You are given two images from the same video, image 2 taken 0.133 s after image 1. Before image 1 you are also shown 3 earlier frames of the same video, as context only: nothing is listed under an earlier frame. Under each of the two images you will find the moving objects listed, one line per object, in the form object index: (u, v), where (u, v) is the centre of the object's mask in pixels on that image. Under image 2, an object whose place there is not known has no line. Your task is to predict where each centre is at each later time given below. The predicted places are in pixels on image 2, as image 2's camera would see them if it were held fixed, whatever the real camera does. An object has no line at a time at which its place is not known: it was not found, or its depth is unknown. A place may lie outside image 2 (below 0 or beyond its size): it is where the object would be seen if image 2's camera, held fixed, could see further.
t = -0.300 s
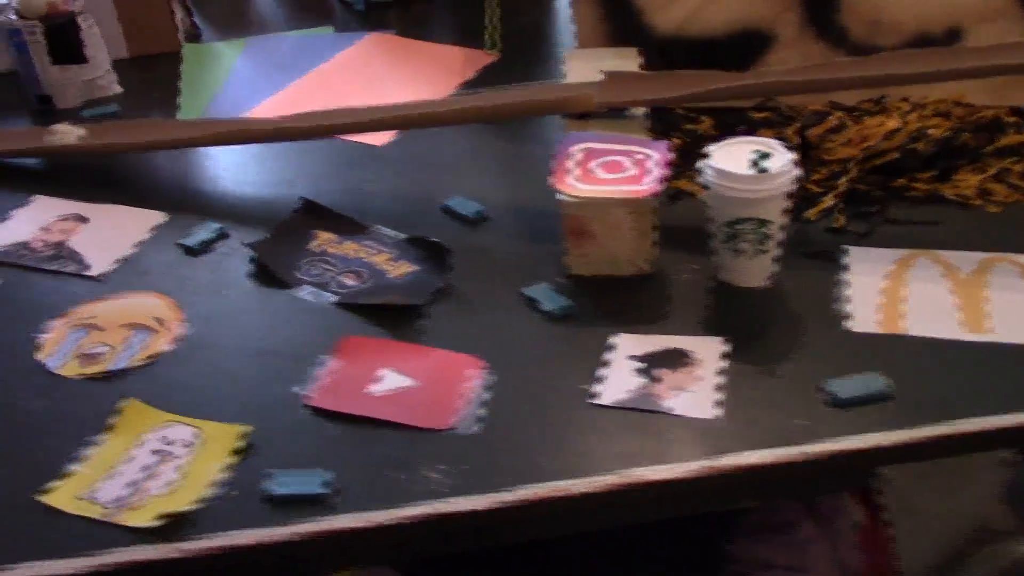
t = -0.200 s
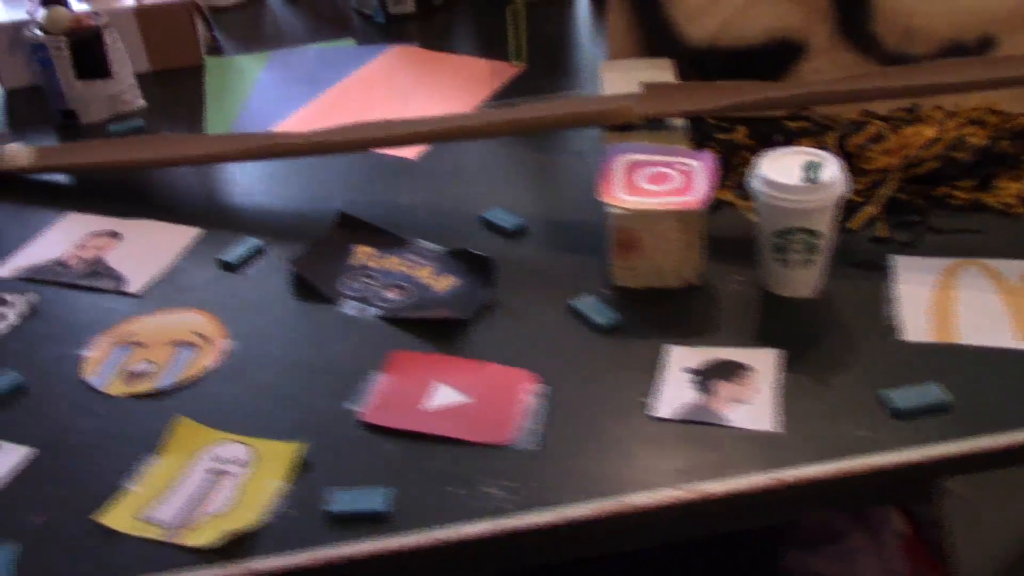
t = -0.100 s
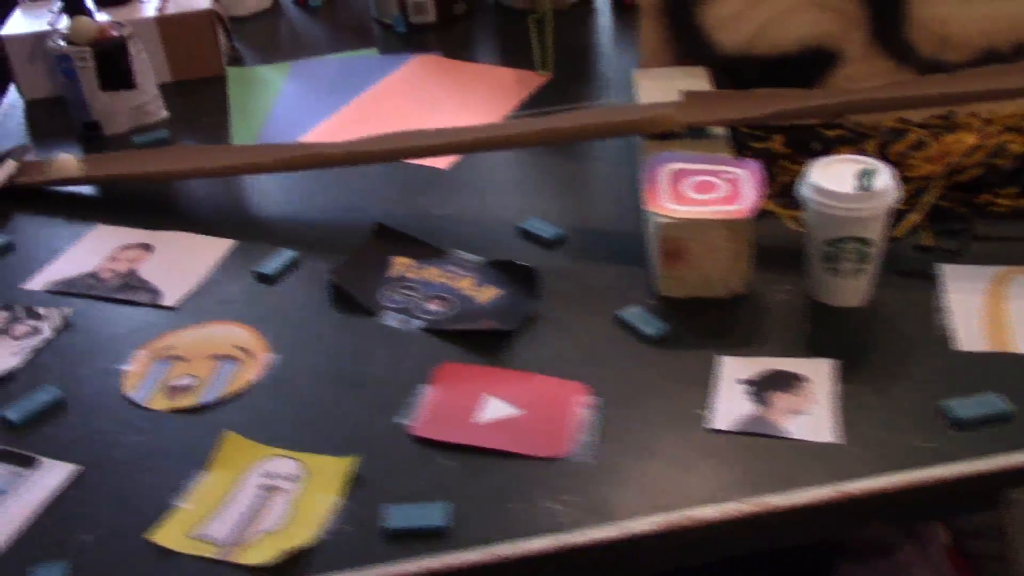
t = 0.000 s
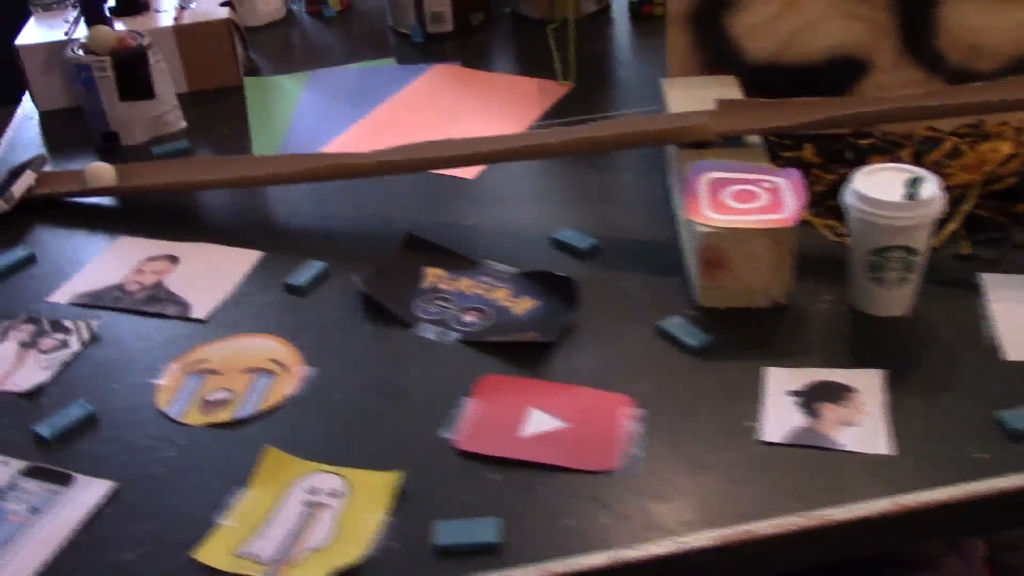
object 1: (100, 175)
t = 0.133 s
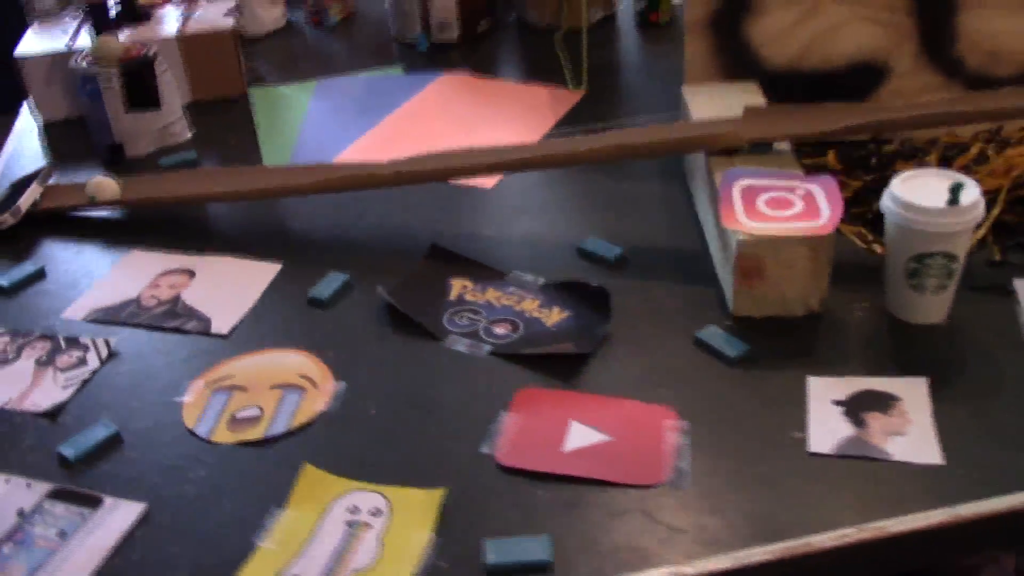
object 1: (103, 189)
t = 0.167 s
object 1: (101, 189)
